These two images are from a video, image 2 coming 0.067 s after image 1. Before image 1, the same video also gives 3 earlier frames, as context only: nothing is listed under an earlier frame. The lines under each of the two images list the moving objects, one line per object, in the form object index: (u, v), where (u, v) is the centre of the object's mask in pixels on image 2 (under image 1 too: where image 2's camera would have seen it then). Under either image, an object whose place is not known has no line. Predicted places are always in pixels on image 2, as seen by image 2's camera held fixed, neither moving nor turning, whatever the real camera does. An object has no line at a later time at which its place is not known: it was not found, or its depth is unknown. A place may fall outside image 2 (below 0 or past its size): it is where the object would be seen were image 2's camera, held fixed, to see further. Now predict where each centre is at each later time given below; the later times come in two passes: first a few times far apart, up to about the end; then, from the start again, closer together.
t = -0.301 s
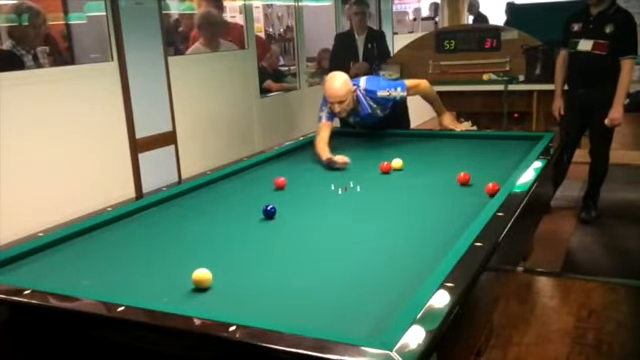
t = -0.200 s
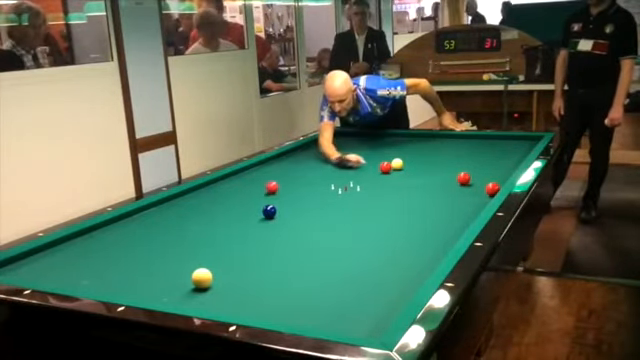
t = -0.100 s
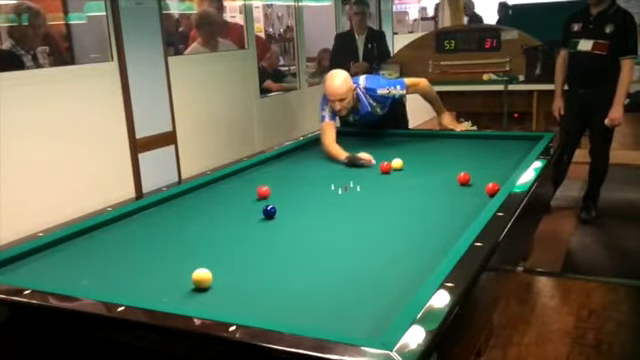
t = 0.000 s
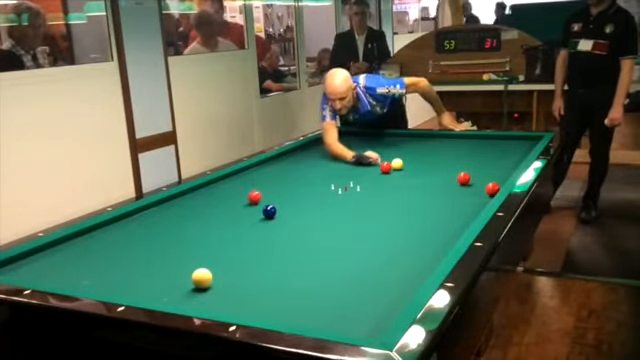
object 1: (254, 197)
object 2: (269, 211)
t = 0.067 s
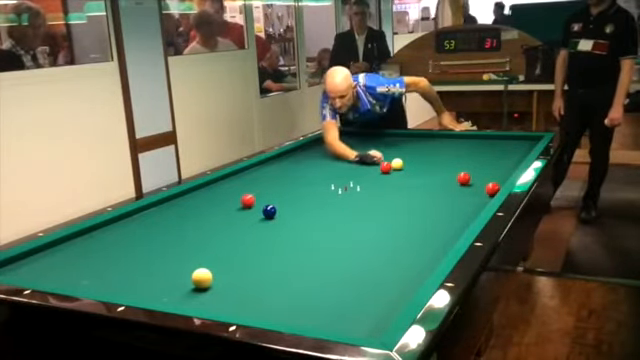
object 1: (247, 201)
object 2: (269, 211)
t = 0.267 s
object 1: (227, 212)
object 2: (269, 211)
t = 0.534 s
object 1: (196, 229)
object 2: (269, 211)
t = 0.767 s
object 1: (164, 247)
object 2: (269, 211)
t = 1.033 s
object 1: (121, 271)
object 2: (269, 211)
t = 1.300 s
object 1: (104, 282)
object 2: (269, 211)
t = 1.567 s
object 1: (137, 267)
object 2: (269, 211)
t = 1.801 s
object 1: (161, 256)
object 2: (269, 211)
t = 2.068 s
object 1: (185, 245)
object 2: (269, 211)
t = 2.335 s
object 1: (207, 235)
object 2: (269, 211)
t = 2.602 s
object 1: (226, 227)
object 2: (269, 211)
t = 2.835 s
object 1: (241, 220)
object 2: (269, 211)
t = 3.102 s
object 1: (256, 214)
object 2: (270, 211)
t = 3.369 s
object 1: (256, 210)
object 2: (285, 208)
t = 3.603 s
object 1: (257, 207)
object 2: (295, 205)
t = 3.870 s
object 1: (258, 204)
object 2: (307, 203)
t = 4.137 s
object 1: (259, 201)
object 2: (318, 200)
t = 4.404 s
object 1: (260, 199)
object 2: (328, 198)
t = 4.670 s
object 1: (260, 197)
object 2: (338, 196)
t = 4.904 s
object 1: (261, 195)
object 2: (345, 195)
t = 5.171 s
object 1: (262, 193)
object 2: (353, 192)
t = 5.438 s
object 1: (263, 191)
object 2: (361, 191)
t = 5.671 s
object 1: (263, 191)
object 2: (367, 190)
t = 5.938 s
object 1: (264, 189)
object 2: (373, 189)
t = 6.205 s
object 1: (264, 188)
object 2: (379, 188)
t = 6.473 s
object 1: (265, 188)
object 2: (384, 187)
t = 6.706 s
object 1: (265, 187)
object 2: (388, 186)
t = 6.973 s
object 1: (266, 186)
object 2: (392, 185)
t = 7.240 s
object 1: (267, 186)
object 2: (395, 184)
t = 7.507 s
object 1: (267, 186)
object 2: (398, 184)
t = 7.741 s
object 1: (268, 186)
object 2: (400, 183)
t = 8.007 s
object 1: (268, 185)
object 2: (402, 182)
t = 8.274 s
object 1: (268, 185)
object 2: (403, 182)
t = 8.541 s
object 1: (268, 185)
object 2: (404, 182)
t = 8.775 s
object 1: (268, 185)
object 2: (405, 182)
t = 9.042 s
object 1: (268, 185)
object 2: (405, 182)
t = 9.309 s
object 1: (268, 185)
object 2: (405, 182)
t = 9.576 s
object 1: (268, 185)
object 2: (405, 182)
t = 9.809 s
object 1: (268, 185)
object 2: (405, 182)
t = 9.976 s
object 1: (268, 185)
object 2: (405, 182)
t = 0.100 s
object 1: (244, 202)
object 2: (269, 211)
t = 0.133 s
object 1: (241, 204)
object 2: (269, 211)
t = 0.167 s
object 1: (238, 206)
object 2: (269, 211)
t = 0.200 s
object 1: (234, 208)
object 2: (269, 211)
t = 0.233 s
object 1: (231, 210)
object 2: (269, 211)
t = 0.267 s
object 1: (227, 212)
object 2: (269, 211)
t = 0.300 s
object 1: (223, 214)
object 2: (269, 211)
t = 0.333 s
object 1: (220, 216)
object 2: (269, 211)
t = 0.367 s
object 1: (216, 218)
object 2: (269, 211)
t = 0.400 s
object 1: (212, 221)
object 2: (269, 211)
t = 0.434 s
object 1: (208, 223)
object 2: (269, 211)
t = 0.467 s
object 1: (204, 225)
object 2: (269, 211)
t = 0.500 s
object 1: (200, 227)
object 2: (269, 211)
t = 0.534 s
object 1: (196, 229)
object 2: (269, 211)
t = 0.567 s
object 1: (192, 232)
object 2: (269, 211)
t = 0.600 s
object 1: (188, 234)
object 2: (269, 211)
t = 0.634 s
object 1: (183, 237)
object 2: (269, 211)
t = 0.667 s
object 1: (179, 239)
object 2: (269, 211)
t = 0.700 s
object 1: (174, 242)
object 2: (269, 211)
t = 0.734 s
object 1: (169, 245)
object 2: (269, 211)
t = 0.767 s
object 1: (164, 247)
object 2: (269, 211)
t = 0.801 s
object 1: (159, 250)
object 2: (269, 211)
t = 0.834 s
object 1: (154, 253)
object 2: (269, 211)
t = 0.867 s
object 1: (149, 256)
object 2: (269, 211)
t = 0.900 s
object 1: (144, 258)
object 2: (269, 211)
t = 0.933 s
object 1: (139, 261)
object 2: (269, 211)
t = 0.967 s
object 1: (133, 265)
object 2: (269, 211)
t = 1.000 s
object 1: (127, 268)
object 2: (269, 211)
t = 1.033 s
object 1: (121, 271)
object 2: (269, 211)
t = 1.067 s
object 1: (116, 274)
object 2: (269, 211)
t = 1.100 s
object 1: (110, 277)
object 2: (269, 211)
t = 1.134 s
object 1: (103, 281)
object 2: (269, 211)
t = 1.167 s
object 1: (97, 283)
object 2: (269, 211)
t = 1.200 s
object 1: (91, 285)
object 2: (269, 211)
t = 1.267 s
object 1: (98, 283)
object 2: (269, 211)
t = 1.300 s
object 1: (104, 282)
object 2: (269, 211)
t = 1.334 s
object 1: (110, 279)
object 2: (269, 211)
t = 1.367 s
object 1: (114, 277)
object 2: (269, 211)
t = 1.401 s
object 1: (118, 275)
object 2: (269, 211)
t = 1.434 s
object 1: (123, 273)
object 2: (269, 211)
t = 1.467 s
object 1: (127, 272)
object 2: (269, 211)
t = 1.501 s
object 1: (130, 270)
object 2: (269, 211)
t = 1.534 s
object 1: (134, 268)
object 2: (269, 211)
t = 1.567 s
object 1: (137, 267)
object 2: (269, 211)
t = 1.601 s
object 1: (141, 265)
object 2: (269, 211)
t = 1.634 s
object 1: (144, 263)
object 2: (269, 211)
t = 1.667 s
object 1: (148, 262)
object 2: (269, 211)
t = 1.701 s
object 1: (151, 261)
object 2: (269, 211)
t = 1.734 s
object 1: (155, 259)
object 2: (269, 211)
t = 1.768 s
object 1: (158, 257)
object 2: (269, 211)
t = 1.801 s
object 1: (161, 256)
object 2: (269, 211)
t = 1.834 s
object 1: (164, 255)
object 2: (269, 211)
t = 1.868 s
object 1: (167, 253)
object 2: (269, 211)
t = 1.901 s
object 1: (170, 252)
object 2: (269, 211)
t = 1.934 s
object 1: (173, 250)
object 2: (269, 211)
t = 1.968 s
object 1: (176, 249)
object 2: (269, 211)
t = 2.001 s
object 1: (179, 248)
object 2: (269, 211)
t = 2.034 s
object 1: (183, 246)
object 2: (269, 211)
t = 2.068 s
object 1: (185, 245)
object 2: (269, 211)
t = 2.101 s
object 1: (188, 244)
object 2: (269, 211)
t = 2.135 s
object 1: (191, 243)
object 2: (269, 211)
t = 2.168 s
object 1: (193, 241)
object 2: (269, 211)
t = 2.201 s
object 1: (196, 240)
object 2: (269, 211)
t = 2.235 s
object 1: (199, 239)
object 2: (269, 211)
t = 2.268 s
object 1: (201, 238)
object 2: (269, 211)
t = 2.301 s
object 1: (204, 237)
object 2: (269, 211)
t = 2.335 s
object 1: (207, 235)
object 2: (269, 211)
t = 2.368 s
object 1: (209, 234)
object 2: (269, 211)
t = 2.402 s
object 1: (211, 233)
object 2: (269, 211)
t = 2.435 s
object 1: (214, 232)
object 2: (269, 211)
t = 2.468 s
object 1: (216, 231)
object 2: (269, 211)
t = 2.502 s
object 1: (219, 230)
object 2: (269, 211)
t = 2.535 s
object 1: (221, 229)
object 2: (269, 211)
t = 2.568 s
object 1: (223, 228)
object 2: (269, 211)
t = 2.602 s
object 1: (226, 227)
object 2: (269, 211)
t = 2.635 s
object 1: (228, 226)
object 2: (269, 211)
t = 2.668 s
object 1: (230, 225)
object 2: (269, 211)
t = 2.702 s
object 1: (232, 224)
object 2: (269, 211)
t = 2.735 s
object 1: (234, 223)
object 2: (269, 211)
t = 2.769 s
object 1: (237, 222)
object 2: (269, 211)
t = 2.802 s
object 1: (239, 221)
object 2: (269, 211)
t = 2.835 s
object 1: (241, 220)
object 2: (269, 211)
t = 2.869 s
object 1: (243, 219)
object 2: (269, 211)
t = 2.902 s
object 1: (245, 218)
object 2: (269, 211)
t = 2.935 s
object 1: (247, 218)
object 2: (269, 211)
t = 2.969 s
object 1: (249, 216)
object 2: (269, 211)
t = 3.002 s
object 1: (251, 216)
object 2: (269, 211)
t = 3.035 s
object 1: (253, 215)
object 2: (269, 211)
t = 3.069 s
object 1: (255, 214)
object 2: (269, 211)
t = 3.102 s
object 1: (256, 214)
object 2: (270, 211)
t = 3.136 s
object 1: (255, 213)
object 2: (273, 211)
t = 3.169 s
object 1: (256, 213)
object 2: (275, 210)
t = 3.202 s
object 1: (256, 212)
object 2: (276, 210)
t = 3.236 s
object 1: (256, 212)
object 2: (278, 209)
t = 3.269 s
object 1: (256, 211)
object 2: (280, 209)
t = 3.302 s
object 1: (256, 210)
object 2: (281, 209)
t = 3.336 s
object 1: (256, 210)
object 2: (283, 208)
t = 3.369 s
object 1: (256, 210)
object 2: (285, 208)
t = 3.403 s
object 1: (256, 209)
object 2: (286, 207)
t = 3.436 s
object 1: (257, 209)
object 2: (288, 207)
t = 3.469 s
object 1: (257, 209)
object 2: (289, 207)
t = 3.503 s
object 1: (257, 208)
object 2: (291, 206)
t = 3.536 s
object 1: (257, 208)
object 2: (292, 206)
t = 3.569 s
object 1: (257, 207)
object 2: (294, 206)
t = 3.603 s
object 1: (257, 207)
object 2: (295, 205)
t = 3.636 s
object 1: (257, 207)
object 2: (297, 205)
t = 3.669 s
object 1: (257, 206)
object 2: (299, 204)
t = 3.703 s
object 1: (257, 206)
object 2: (300, 204)
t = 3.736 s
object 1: (258, 206)
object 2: (301, 204)
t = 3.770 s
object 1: (258, 205)
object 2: (303, 204)
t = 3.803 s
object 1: (258, 205)
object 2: (304, 203)
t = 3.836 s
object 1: (258, 204)
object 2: (306, 203)
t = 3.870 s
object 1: (258, 204)
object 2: (307, 203)
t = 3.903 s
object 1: (258, 204)
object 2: (309, 202)
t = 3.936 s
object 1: (258, 203)
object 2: (310, 202)
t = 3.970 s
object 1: (259, 203)
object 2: (311, 202)
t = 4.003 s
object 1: (259, 203)
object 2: (313, 202)
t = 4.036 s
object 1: (259, 203)
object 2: (314, 201)
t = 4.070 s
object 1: (259, 202)
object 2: (316, 201)
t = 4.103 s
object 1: (259, 202)
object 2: (317, 201)
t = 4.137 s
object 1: (259, 201)
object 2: (318, 200)
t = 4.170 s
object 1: (259, 201)
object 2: (320, 200)
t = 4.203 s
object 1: (259, 201)
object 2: (321, 200)
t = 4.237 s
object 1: (259, 200)
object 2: (322, 200)
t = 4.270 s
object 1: (259, 200)
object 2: (324, 199)
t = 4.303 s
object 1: (260, 200)
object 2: (325, 199)
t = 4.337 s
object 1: (260, 200)
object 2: (326, 199)
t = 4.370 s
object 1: (260, 199)
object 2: (327, 198)
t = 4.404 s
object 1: (260, 199)
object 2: (328, 198)
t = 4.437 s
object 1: (260, 199)
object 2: (329, 198)
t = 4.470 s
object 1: (260, 198)
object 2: (331, 198)
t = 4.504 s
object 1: (260, 198)
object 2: (332, 198)
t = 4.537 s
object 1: (260, 198)
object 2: (333, 197)
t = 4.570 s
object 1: (260, 198)
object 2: (334, 197)
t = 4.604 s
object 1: (260, 197)
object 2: (335, 197)
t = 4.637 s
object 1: (261, 197)
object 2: (337, 196)
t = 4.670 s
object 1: (260, 197)
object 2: (338, 196)
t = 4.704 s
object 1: (261, 197)
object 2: (339, 196)
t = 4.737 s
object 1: (261, 196)
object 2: (340, 196)
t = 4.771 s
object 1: (261, 196)
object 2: (341, 195)
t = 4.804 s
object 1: (261, 196)
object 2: (342, 195)
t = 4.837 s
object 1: (261, 195)
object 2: (343, 195)
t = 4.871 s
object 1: (261, 195)
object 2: (344, 194)
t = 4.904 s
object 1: (261, 195)
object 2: (345, 195)
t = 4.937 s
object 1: (261, 195)
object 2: (346, 194)
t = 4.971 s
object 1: (261, 195)
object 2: (347, 194)
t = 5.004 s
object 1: (262, 194)
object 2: (348, 194)
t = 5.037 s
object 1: (262, 194)
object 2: (349, 193)
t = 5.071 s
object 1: (262, 194)
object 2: (350, 193)
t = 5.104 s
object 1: (262, 194)
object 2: (351, 193)
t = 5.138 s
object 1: (262, 193)
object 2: (352, 192)
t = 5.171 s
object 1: (262, 193)
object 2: (353, 192)
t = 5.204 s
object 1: (262, 193)
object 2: (354, 193)
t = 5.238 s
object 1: (262, 193)
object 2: (355, 192)
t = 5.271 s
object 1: (262, 193)
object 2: (356, 192)
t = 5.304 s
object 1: (262, 193)
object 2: (357, 192)
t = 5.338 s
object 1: (262, 192)
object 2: (358, 192)
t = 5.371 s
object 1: (262, 192)
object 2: (359, 192)
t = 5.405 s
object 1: (262, 192)
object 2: (360, 192)
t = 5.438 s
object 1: (263, 191)
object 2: (361, 191)
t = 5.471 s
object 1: (263, 191)
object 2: (362, 191)
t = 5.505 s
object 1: (263, 191)
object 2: (363, 191)
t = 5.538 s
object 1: (263, 191)
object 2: (363, 191)
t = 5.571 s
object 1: (263, 191)
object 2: (364, 191)
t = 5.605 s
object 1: (263, 191)
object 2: (365, 191)
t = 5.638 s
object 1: (263, 191)
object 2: (366, 190)
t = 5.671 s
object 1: (263, 191)
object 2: (367, 190)
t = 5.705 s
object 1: (264, 190)
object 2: (367, 190)
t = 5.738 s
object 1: (263, 190)
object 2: (368, 190)
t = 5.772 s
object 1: (263, 190)
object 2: (369, 190)
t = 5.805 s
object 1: (264, 190)
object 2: (370, 190)
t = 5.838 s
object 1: (264, 189)
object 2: (371, 189)
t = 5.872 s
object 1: (264, 189)
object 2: (372, 189)
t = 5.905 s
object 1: (264, 189)
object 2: (372, 189)
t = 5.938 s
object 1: (264, 189)
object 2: (373, 189)
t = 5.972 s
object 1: (264, 189)
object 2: (374, 189)
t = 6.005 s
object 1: (265, 189)
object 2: (375, 188)
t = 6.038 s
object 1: (265, 189)
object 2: (376, 188)
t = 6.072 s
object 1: (265, 189)
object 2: (376, 188)
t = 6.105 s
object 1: (265, 188)
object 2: (377, 188)
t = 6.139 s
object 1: (265, 188)
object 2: (378, 188)
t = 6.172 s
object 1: (265, 188)
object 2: (378, 188)
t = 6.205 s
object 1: (264, 188)
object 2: (379, 188)
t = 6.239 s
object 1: (265, 188)
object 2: (380, 188)
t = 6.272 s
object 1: (264, 188)
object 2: (380, 188)
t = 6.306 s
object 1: (264, 188)
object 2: (381, 188)
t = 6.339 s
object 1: (264, 188)
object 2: (381, 188)
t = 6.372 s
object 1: (264, 188)
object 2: (382, 187)
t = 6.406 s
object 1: (264, 188)
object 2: (382, 187)
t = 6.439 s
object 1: (264, 188)
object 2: (383, 187)
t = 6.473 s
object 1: (265, 188)
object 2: (384, 187)
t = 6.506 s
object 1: (265, 187)
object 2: (385, 186)
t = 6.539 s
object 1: (265, 187)
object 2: (385, 186)
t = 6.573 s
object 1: (265, 187)
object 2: (386, 186)
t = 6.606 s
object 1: (265, 187)
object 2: (386, 186)
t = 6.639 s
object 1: (265, 187)
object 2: (387, 186)
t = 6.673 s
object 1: (265, 187)
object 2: (388, 186)
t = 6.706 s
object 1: (265, 187)
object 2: (388, 186)
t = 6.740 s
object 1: (265, 187)
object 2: (388, 185)
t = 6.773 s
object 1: (266, 186)
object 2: (389, 185)
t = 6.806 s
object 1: (266, 186)
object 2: (389, 185)
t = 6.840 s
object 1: (266, 186)
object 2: (390, 185)
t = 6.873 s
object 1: (266, 186)
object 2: (391, 185)
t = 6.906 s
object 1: (266, 186)
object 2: (391, 185)
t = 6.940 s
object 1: (266, 186)
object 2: (391, 185)
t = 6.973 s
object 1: (266, 186)
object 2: (392, 185)
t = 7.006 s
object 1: (266, 186)
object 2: (392, 185)
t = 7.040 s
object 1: (266, 186)
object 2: (393, 185)
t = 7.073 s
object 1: (266, 186)
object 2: (393, 185)
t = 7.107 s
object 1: (266, 186)
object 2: (394, 185)
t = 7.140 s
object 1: (266, 186)
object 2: (394, 184)
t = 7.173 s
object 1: (267, 186)
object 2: (394, 184)
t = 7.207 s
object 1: (267, 186)
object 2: (395, 184)
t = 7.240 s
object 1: (267, 186)
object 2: (395, 184)
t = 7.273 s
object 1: (267, 186)
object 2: (396, 184)
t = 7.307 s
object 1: (267, 186)
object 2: (396, 184)
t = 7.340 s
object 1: (267, 186)
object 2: (397, 184)
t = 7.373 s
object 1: (267, 186)
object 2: (397, 184)
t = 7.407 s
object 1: (267, 186)
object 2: (397, 183)
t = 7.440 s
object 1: (267, 186)
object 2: (397, 184)
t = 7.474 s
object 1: (267, 186)
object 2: (398, 184)
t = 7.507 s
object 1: (267, 186)
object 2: (398, 184)
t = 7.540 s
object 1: (267, 186)
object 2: (398, 184)
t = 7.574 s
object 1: (267, 186)
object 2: (399, 183)
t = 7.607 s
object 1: (267, 185)
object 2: (399, 184)
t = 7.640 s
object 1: (267, 185)
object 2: (399, 183)
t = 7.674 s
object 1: (267, 185)
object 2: (400, 183)
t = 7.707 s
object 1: (267, 185)
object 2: (400, 183)
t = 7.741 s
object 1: (268, 186)
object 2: (400, 183)
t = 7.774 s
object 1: (268, 186)
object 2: (400, 183)
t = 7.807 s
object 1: (268, 186)
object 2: (401, 183)
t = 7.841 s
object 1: (268, 186)
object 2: (401, 183)
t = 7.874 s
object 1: (268, 186)
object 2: (401, 183)
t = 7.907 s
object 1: (268, 186)
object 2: (401, 183)
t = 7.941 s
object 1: (268, 186)
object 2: (401, 183)
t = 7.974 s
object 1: (268, 185)
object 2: (402, 183)
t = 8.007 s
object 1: (268, 185)
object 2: (402, 182)
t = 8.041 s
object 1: (268, 185)
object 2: (402, 182)
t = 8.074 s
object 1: (268, 185)
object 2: (402, 182)
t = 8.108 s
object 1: (268, 185)
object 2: (402, 182)
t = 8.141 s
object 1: (268, 185)
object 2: (403, 182)
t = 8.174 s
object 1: (268, 185)
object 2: (403, 182)
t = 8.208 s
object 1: (268, 185)
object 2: (403, 182)
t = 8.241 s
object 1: (268, 185)
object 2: (403, 182)
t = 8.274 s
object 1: (268, 185)
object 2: (403, 182)
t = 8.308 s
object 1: (268, 185)
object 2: (403, 182)
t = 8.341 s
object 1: (268, 185)
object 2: (404, 182)
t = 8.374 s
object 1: (268, 185)
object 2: (404, 182)
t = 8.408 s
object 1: (268, 186)
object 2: (404, 182)
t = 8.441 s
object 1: (268, 186)
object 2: (404, 182)
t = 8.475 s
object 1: (268, 186)
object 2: (404, 182)
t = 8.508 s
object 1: (268, 185)
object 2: (404, 182)
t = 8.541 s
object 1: (268, 185)
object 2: (404, 182)
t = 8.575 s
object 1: (268, 185)
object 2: (404, 182)
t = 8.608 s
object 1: (268, 185)
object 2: (405, 182)
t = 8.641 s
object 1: (268, 185)
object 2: (405, 182)
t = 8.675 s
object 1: (268, 185)
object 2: (405, 182)
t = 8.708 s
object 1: (268, 185)
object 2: (405, 182)
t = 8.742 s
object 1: (268, 185)
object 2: (405, 182)
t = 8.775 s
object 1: (268, 185)
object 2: (405, 182)
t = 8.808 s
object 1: (268, 185)
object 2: (405, 182)
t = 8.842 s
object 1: (268, 185)
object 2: (405, 182)
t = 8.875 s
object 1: (268, 185)
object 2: (405, 182)
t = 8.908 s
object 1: (268, 185)
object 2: (405, 182)
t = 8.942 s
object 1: (268, 185)
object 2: (405, 182)
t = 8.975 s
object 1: (268, 185)
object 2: (405, 182)
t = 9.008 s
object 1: (268, 185)
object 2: (405, 182)
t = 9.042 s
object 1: (268, 185)
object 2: (405, 182)
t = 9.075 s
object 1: (268, 185)
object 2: (405, 182)
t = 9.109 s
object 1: (268, 185)
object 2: (405, 182)
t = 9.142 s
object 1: (268, 185)
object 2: (405, 182)
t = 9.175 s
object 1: (268, 185)
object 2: (405, 182)
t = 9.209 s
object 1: (268, 185)
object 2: (405, 182)
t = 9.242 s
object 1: (268, 185)
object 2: (405, 182)
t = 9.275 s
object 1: (268, 185)
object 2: (405, 182)
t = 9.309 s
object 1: (268, 185)
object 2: (405, 182)
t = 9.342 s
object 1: (268, 185)
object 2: (405, 182)
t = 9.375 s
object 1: (268, 185)
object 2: (405, 182)
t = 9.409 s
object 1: (268, 185)
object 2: (405, 182)
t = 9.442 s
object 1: (268, 185)
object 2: (405, 182)
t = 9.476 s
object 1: (268, 185)
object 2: (405, 182)
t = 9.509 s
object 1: (268, 185)
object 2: (405, 182)
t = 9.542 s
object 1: (268, 185)
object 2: (405, 182)
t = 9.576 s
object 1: (268, 185)
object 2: (405, 182)
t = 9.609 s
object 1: (268, 185)
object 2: (405, 182)
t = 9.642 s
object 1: (268, 185)
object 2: (405, 182)
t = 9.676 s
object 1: (268, 185)
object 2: (405, 182)
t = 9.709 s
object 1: (268, 185)
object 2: (405, 182)
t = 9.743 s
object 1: (268, 185)
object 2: (405, 182)
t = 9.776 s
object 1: (268, 185)
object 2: (405, 182)
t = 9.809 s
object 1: (268, 185)
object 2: (405, 182)
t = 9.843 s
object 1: (268, 185)
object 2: (405, 182)
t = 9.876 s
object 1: (268, 185)
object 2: (405, 182)
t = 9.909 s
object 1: (268, 185)
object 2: (405, 182)
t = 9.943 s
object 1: (268, 185)
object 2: (405, 182)
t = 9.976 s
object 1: (268, 185)
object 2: (405, 182)
